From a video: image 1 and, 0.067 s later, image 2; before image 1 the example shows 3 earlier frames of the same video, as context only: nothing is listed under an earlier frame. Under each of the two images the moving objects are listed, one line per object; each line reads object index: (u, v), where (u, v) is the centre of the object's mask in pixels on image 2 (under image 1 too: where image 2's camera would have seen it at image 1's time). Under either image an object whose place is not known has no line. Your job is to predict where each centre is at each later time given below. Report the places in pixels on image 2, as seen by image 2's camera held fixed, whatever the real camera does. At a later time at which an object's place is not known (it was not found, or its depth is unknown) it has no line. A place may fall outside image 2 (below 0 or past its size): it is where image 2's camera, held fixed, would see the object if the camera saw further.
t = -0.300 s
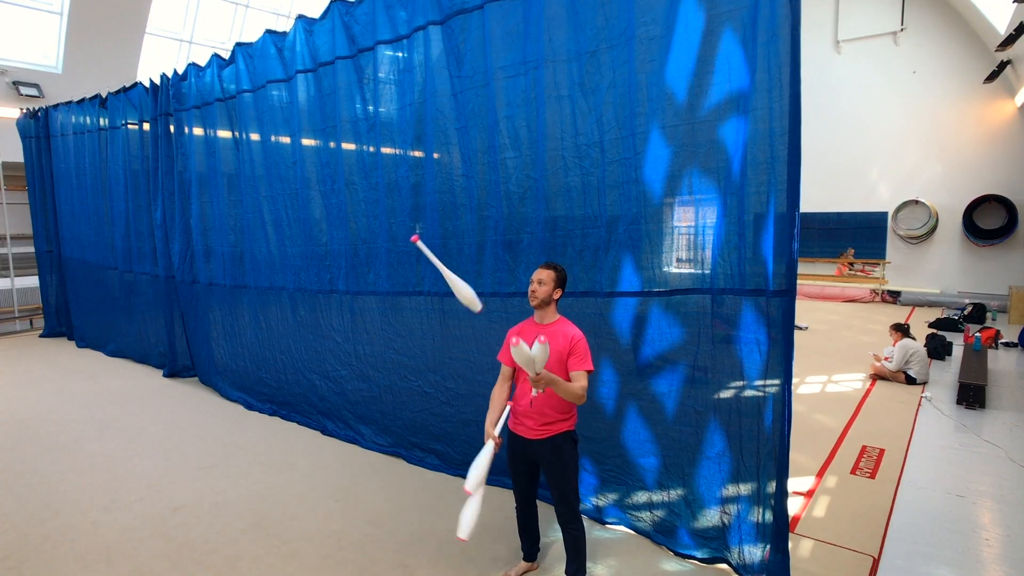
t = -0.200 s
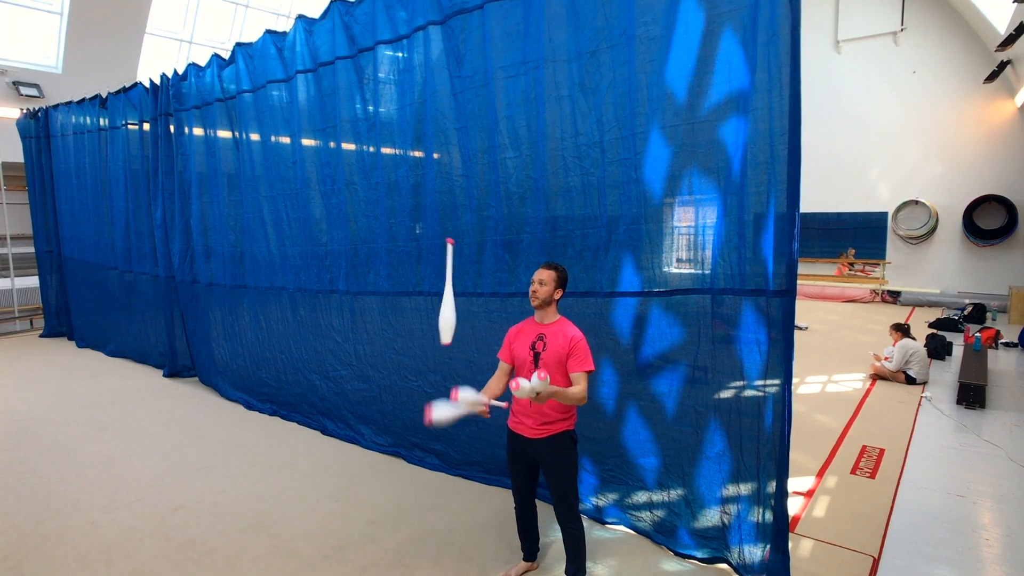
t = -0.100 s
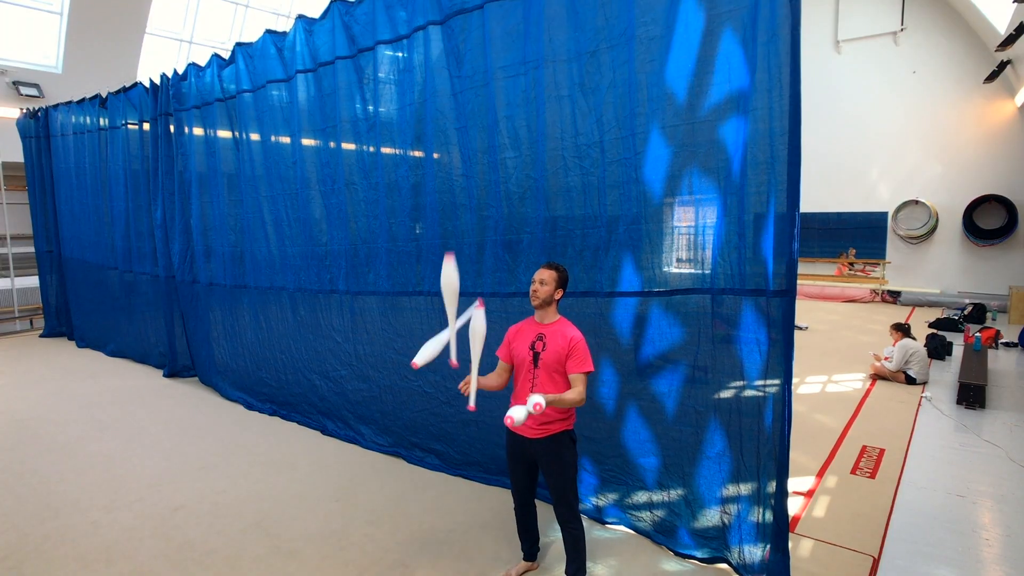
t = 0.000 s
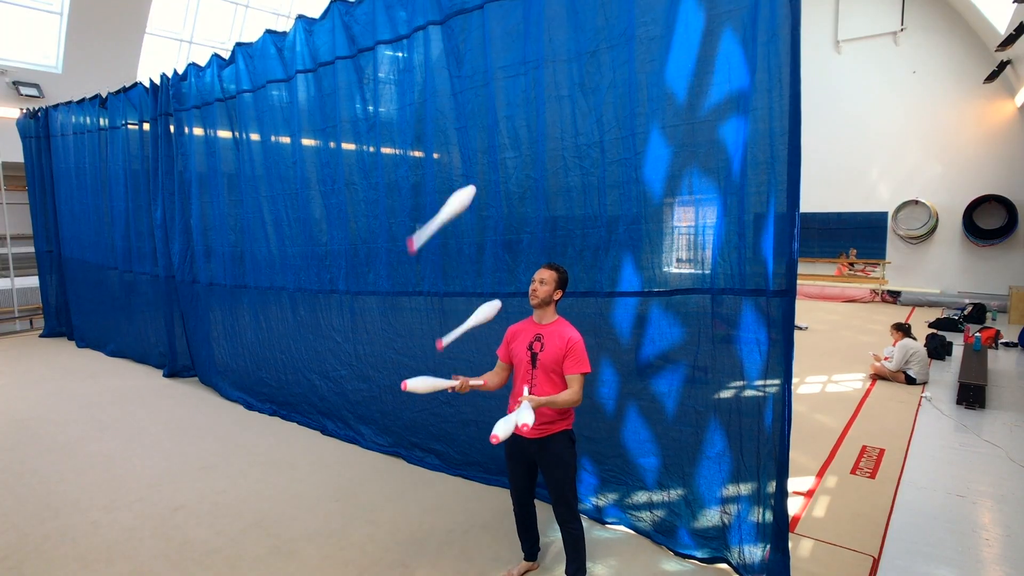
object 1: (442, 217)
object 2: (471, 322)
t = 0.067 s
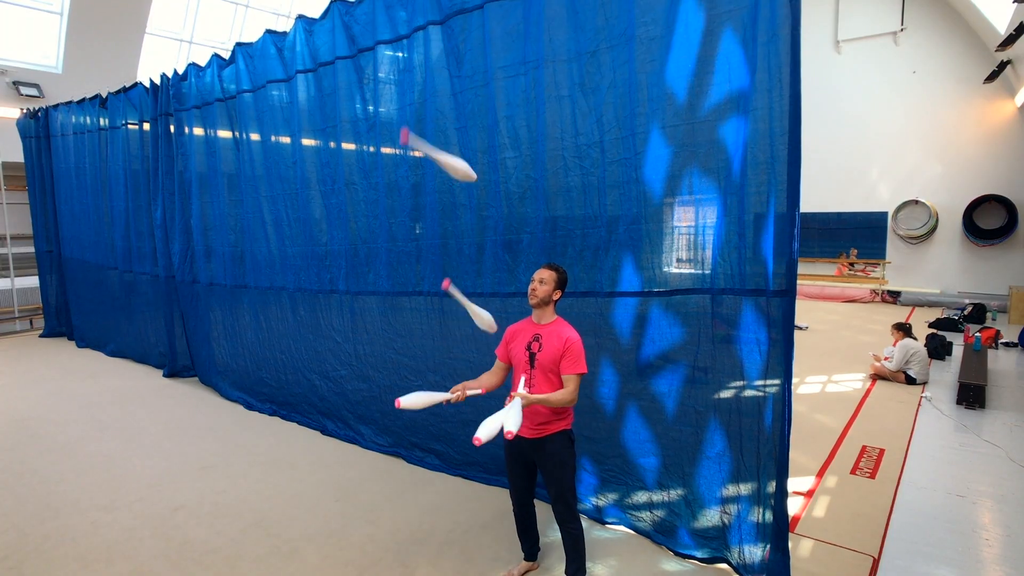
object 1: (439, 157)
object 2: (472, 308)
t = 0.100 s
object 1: (442, 134)
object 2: (474, 308)
